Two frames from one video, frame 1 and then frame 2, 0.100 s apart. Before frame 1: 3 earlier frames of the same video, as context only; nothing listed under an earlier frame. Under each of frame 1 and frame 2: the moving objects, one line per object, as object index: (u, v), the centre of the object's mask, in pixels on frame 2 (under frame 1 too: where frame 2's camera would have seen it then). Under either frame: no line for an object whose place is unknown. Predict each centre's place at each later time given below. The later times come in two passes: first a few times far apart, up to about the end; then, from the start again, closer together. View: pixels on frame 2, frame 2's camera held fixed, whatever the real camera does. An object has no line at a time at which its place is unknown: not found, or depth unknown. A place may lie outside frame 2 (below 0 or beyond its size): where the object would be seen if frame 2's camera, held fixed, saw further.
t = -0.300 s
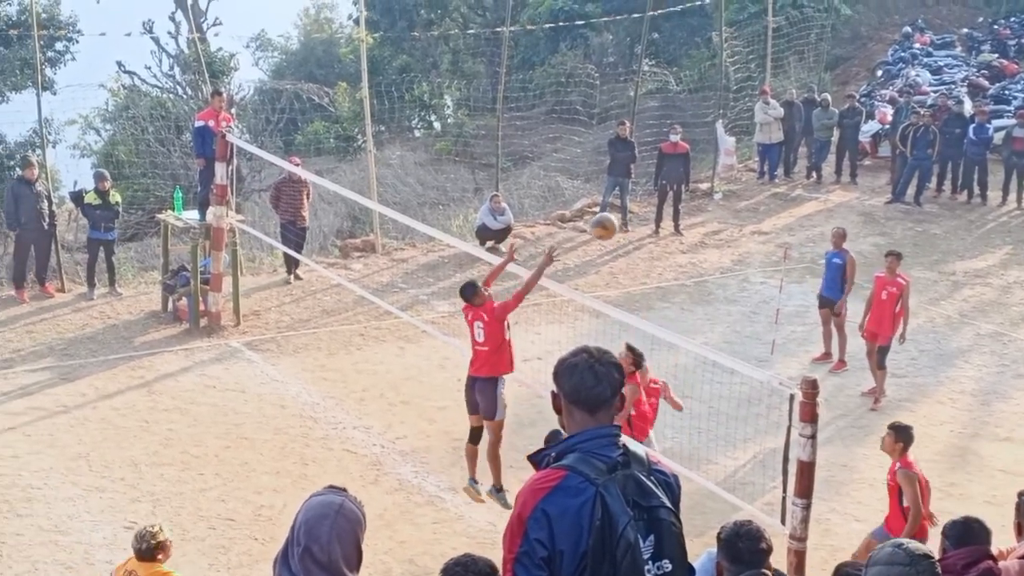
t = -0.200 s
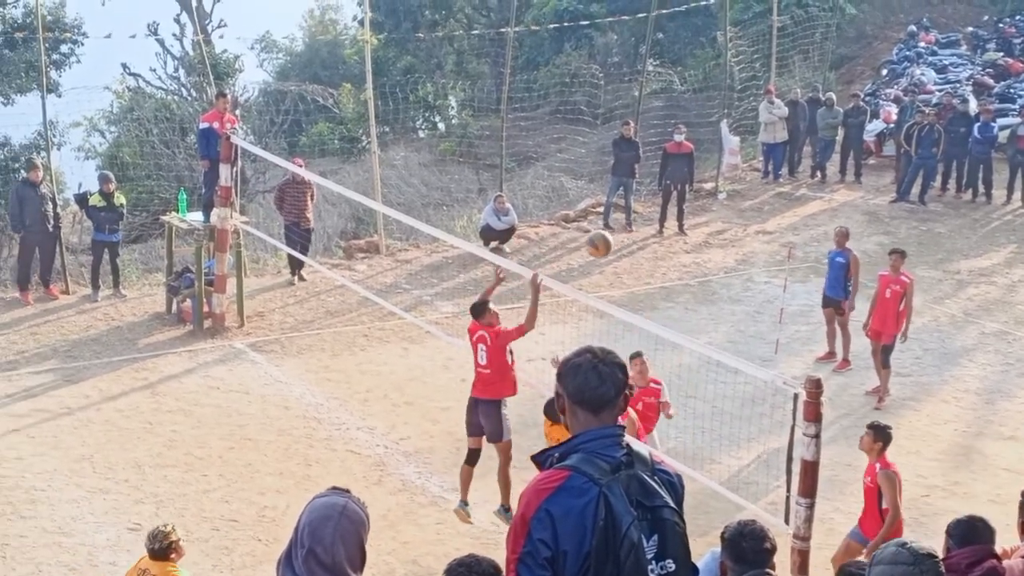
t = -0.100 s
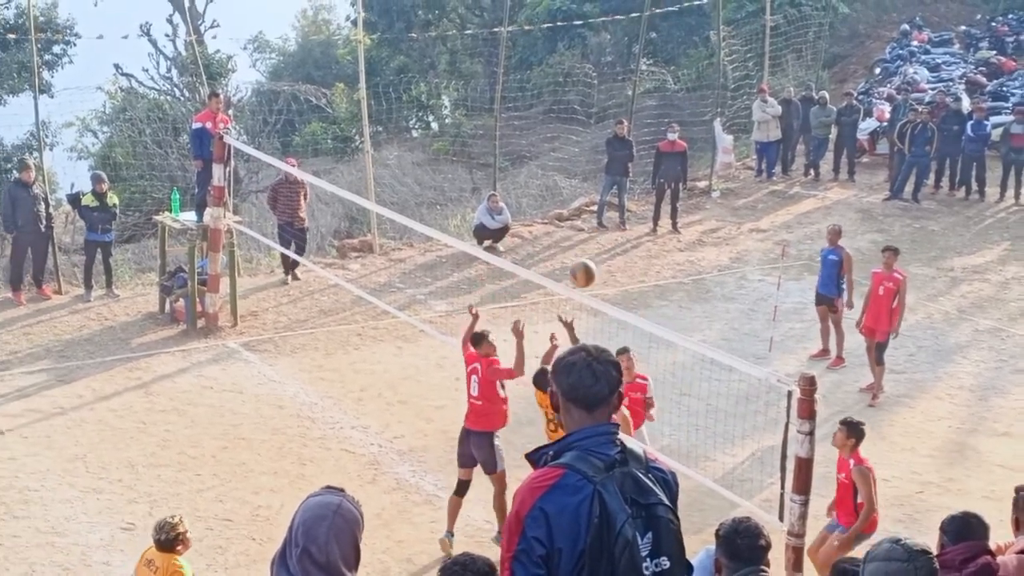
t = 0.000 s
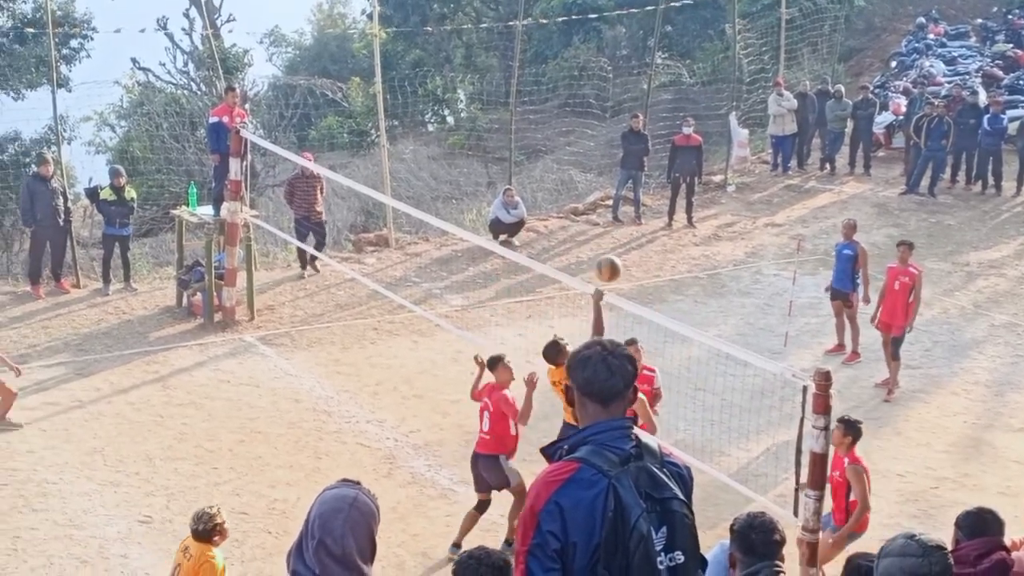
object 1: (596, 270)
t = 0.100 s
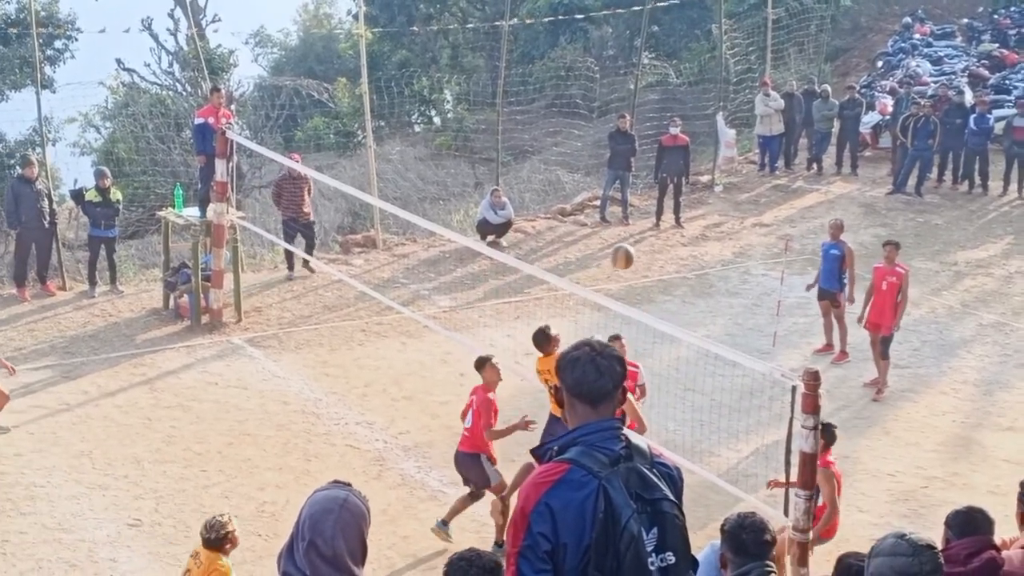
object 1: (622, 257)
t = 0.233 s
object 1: (651, 260)
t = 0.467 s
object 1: (687, 301)
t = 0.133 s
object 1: (630, 256)
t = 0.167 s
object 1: (638, 256)
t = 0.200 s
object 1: (644, 257)
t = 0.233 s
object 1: (651, 260)
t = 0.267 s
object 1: (657, 263)
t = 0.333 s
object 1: (668, 273)
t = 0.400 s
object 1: (679, 285)
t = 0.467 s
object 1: (687, 301)
